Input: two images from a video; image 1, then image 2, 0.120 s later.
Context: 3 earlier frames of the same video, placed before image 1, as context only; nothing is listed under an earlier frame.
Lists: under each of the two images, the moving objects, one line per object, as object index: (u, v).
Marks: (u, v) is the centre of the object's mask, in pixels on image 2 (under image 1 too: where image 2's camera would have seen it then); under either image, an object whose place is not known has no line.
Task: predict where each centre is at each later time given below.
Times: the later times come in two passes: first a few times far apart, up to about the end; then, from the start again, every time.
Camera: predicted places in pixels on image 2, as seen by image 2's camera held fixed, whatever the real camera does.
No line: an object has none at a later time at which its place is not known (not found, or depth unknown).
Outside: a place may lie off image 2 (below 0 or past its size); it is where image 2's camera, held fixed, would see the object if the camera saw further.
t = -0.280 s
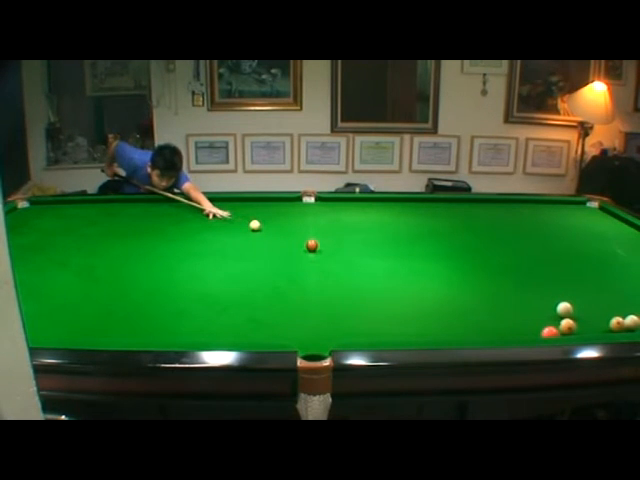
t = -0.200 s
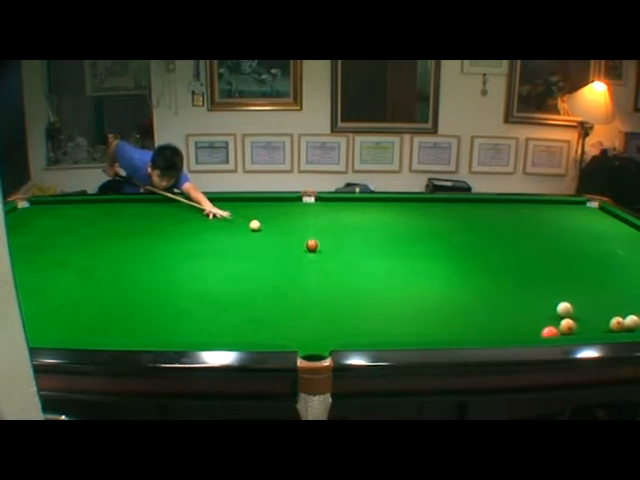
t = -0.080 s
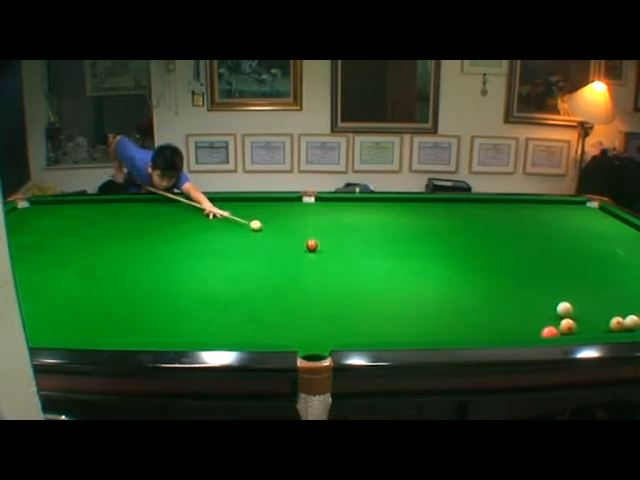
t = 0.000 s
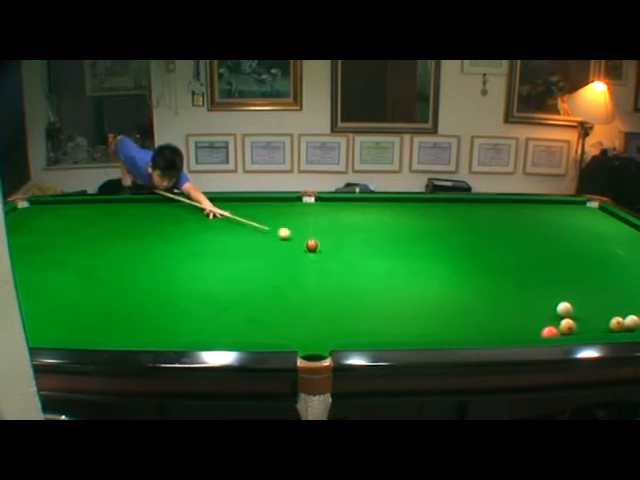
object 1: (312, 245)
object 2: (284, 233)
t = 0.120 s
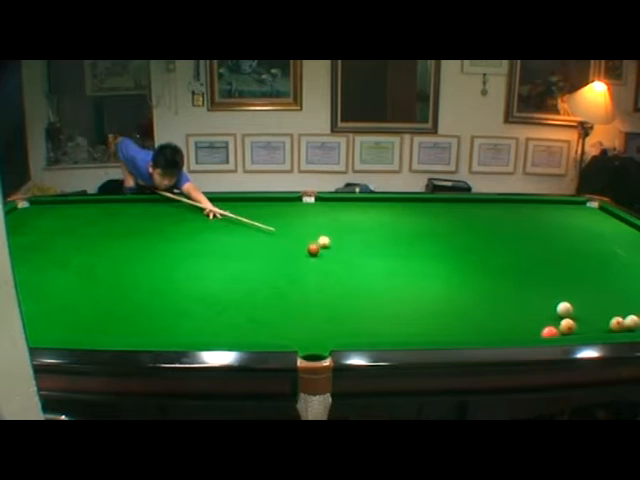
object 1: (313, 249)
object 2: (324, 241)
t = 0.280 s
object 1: (318, 263)
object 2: (369, 243)
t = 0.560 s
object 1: (327, 289)
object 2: (448, 248)
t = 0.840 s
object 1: (339, 322)
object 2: (525, 253)
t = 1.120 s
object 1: (334, 326)
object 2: (597, 257)
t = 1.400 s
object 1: (315, 303)
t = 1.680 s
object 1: (301, 285)
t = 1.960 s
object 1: (289, 270)
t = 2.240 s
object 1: (280, 258)
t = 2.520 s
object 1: (272, 248)
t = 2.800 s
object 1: (264, 239)
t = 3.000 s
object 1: (261, 234)
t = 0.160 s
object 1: (314, 253)
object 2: (335, 241)
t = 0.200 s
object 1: (315, 256)
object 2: (346, 242)
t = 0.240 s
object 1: (316, 260)
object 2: (358, 243)
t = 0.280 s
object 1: (318, 263)
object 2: (369, 243)
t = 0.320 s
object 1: (319, 267)
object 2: (380, 244)
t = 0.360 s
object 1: (320, 270)
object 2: (392, 245)
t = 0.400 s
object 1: (322, 274)
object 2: (403, 245)
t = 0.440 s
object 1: (323, 277)
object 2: (414, 246)
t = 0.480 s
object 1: (324, 281)
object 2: (425, 246)
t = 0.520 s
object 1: (326, 285)
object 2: (437, 247)
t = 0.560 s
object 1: (327, 289)
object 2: (448, 248)
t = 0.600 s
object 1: (328, 294)
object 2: (459, 249)
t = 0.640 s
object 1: (330, 298)
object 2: (470, 249)
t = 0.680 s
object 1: (332, 303)
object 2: (481, 250)
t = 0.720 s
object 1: (333, 308)
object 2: (492, 251)
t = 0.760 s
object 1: (335, 312)
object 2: (503, 251)
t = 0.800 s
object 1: (337, 317)
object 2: (514, 252)
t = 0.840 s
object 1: (339, 322)
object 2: (525, 253)
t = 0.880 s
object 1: (341, 327)
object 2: (536, 253)
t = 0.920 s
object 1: (343, 332)
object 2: (546, 254)
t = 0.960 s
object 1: (344, 335)
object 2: (557, 255)
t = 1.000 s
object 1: (343, 335)
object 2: (567, 255)
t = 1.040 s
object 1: (340, 333)
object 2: (577, 256)
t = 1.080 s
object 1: (337, 330)
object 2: (587, 257)
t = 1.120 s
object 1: (334, 326)
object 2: (597, 257)
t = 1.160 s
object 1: (331, 323)
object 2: (606, 258)
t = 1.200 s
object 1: (328, 319)
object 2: (616, 258)
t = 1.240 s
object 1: (325, 316)
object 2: (625, 259)
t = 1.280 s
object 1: (323, 313)
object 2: (634, 260)
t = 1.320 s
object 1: (320, 309)
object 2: (638, 261)
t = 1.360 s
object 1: (318, 307)
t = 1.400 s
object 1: (315, 303)
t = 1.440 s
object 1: (313, 300)
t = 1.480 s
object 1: (310, 298)
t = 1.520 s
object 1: (308, 295)
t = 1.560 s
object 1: (306, 292)
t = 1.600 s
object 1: (304, 290)
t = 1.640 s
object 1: (302, 287)
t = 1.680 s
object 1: (301, 285)
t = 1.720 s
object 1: (299, 283)
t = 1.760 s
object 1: (297, 280)
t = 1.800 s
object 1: (295, 278)
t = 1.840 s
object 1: (294, 276)
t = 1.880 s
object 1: (292, 274)
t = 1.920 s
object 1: (290, 272)
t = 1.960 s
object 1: (289, 270)
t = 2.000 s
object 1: (288, 268)
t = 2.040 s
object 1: (286, 266)
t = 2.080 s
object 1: (285, 264)
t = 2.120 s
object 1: (284, 263)
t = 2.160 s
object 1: (282, 261)
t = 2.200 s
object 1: (281, 260)
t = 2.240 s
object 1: (280, 258)
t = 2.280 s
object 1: (278, 256)
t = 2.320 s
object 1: (277, 255)
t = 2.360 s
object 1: (276, 253)
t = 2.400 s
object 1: (275, 251)
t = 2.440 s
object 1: (274, 250)
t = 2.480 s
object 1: (273, 249)
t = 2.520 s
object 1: (272, 248)
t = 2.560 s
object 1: (271, 246)
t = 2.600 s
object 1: (269, 245)
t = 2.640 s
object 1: (268, 244)
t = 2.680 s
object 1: (266, 243)
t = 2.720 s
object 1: (266, 241)
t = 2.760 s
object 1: (265, 240)
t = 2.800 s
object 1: (264, 239)
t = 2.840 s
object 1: (263, 238)
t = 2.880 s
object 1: (262, 237)
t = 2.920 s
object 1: (262, 236)
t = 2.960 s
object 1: (261, 235)
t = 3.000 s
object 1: (261, 234)
